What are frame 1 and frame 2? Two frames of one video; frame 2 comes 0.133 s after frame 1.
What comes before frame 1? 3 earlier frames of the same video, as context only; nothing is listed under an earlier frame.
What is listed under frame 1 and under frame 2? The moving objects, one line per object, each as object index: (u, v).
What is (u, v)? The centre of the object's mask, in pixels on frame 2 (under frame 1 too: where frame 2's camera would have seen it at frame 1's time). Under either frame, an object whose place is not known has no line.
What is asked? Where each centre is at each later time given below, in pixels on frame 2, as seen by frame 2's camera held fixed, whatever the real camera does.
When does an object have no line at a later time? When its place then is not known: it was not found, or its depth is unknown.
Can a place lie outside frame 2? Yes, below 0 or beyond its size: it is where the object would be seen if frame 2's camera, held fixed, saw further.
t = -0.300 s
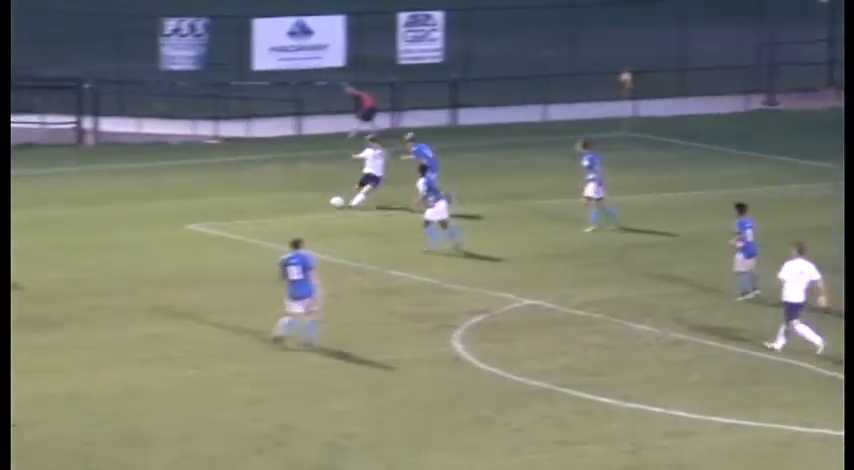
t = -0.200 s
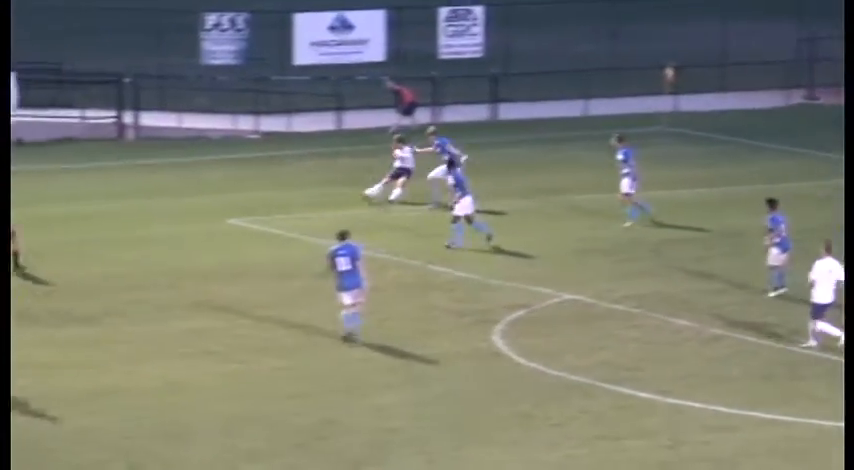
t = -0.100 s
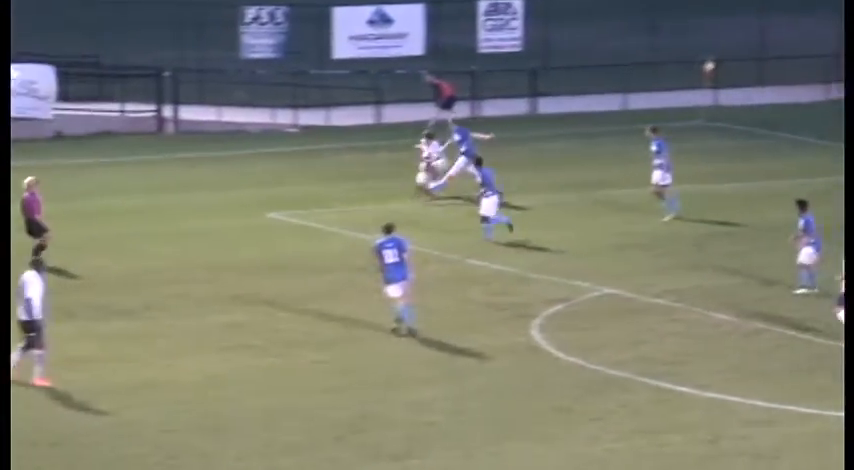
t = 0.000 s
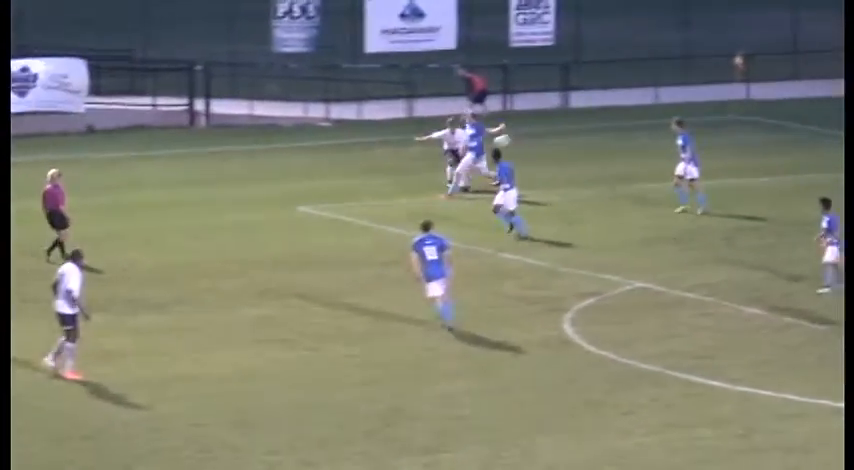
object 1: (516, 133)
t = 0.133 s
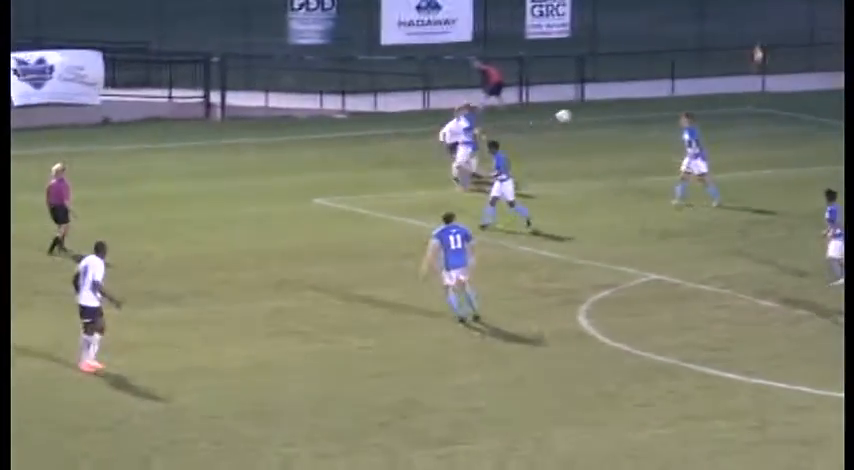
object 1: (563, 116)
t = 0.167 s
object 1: (574, 114)
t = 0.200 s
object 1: (585, 111)
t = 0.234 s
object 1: (595, 109)
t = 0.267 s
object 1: (605, 108)
